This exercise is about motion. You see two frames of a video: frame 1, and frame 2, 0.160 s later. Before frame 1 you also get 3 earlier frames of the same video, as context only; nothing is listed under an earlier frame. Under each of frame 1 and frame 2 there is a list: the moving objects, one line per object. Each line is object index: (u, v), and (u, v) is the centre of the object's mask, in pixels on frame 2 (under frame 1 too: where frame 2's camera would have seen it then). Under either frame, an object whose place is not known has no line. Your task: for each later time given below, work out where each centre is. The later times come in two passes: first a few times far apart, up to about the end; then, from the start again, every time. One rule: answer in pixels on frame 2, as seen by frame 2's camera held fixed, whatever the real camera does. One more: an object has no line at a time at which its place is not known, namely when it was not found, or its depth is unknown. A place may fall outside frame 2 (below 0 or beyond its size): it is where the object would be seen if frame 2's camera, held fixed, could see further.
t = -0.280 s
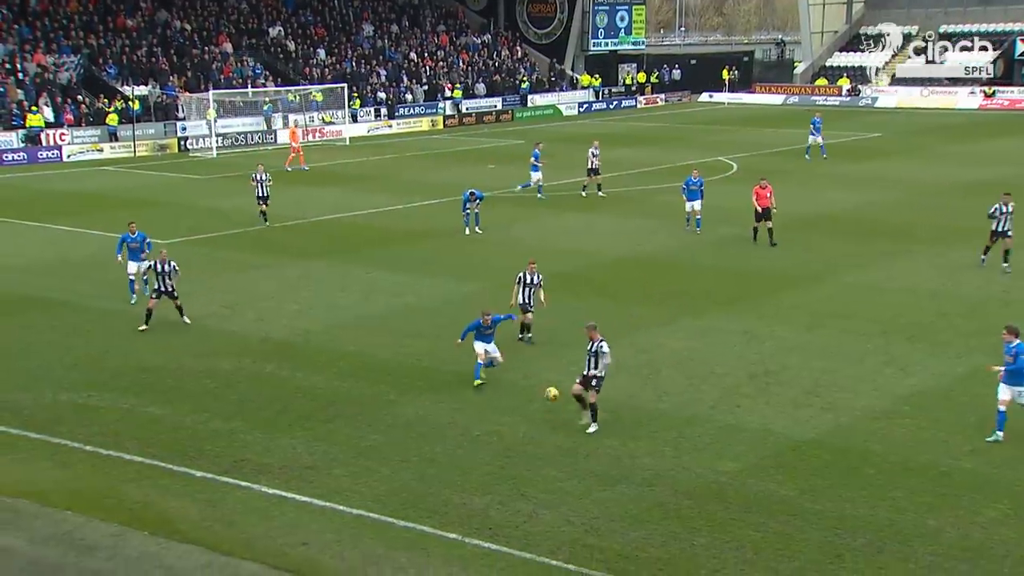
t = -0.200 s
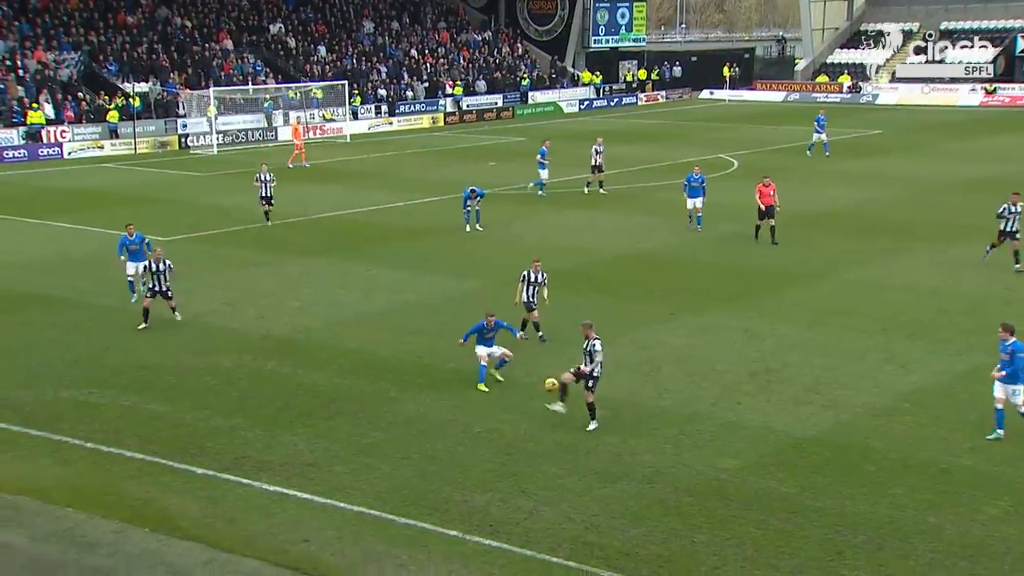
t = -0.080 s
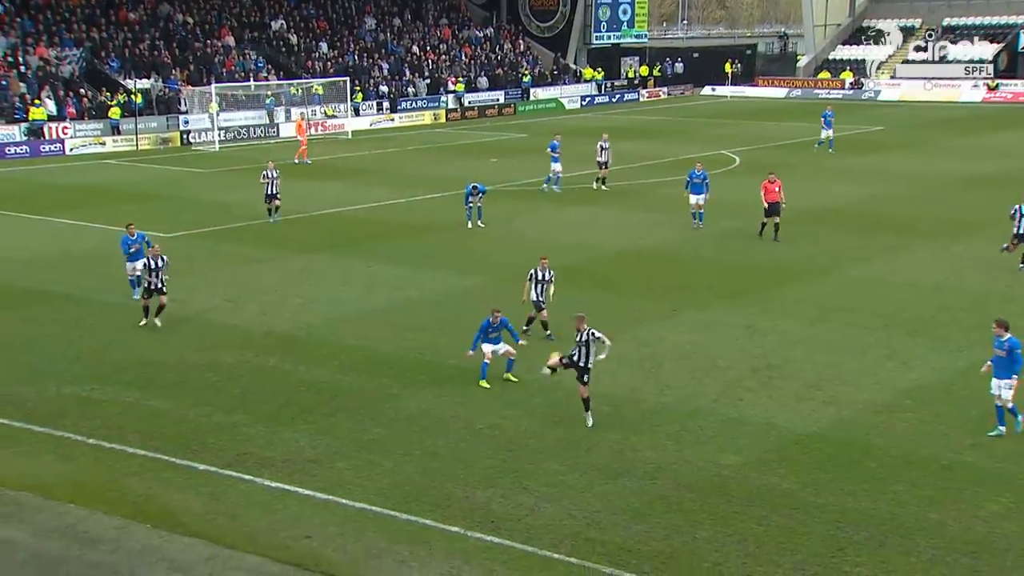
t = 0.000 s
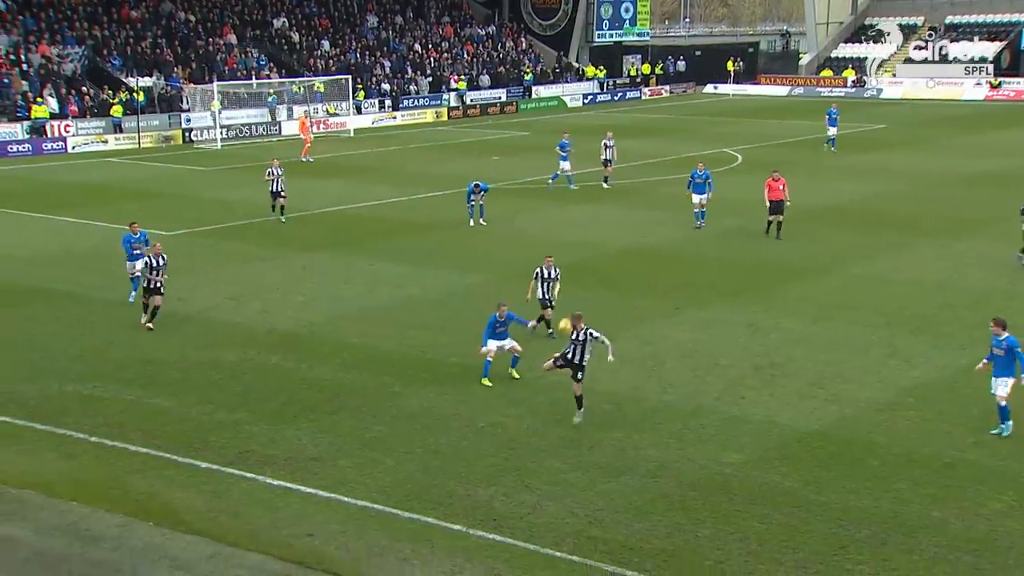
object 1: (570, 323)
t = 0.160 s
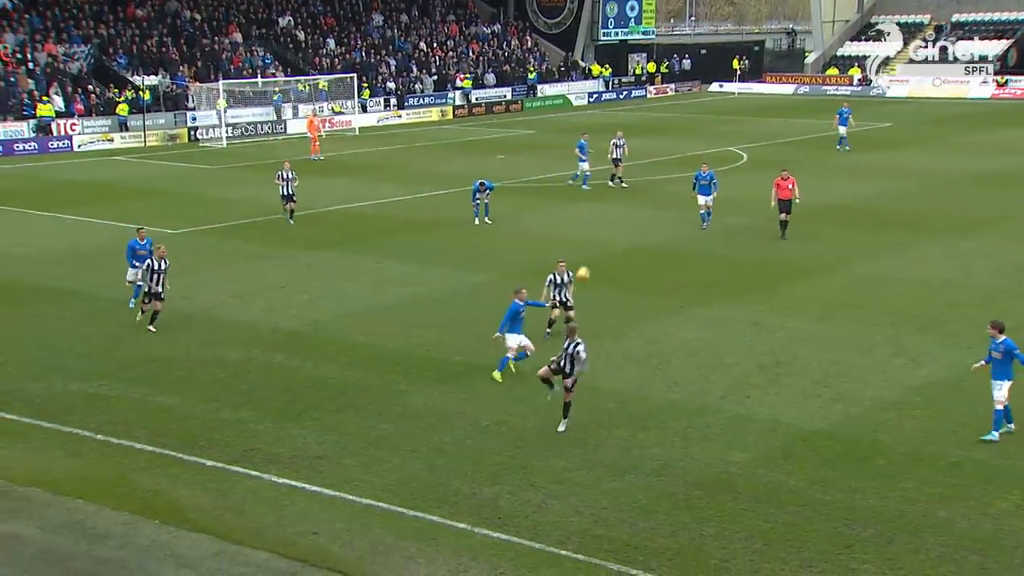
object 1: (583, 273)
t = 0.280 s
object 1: (592, 246)
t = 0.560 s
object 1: (609, 220)
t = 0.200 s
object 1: (586, 263)
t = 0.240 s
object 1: (589, 254)
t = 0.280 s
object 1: (592, 246)
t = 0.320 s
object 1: (594, 239)
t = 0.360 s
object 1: (596, 234)
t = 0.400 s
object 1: (599, 229)
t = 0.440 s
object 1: (602, 226)
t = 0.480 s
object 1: (604, 223)
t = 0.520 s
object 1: (606, 221)
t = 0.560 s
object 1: (609, 220)
